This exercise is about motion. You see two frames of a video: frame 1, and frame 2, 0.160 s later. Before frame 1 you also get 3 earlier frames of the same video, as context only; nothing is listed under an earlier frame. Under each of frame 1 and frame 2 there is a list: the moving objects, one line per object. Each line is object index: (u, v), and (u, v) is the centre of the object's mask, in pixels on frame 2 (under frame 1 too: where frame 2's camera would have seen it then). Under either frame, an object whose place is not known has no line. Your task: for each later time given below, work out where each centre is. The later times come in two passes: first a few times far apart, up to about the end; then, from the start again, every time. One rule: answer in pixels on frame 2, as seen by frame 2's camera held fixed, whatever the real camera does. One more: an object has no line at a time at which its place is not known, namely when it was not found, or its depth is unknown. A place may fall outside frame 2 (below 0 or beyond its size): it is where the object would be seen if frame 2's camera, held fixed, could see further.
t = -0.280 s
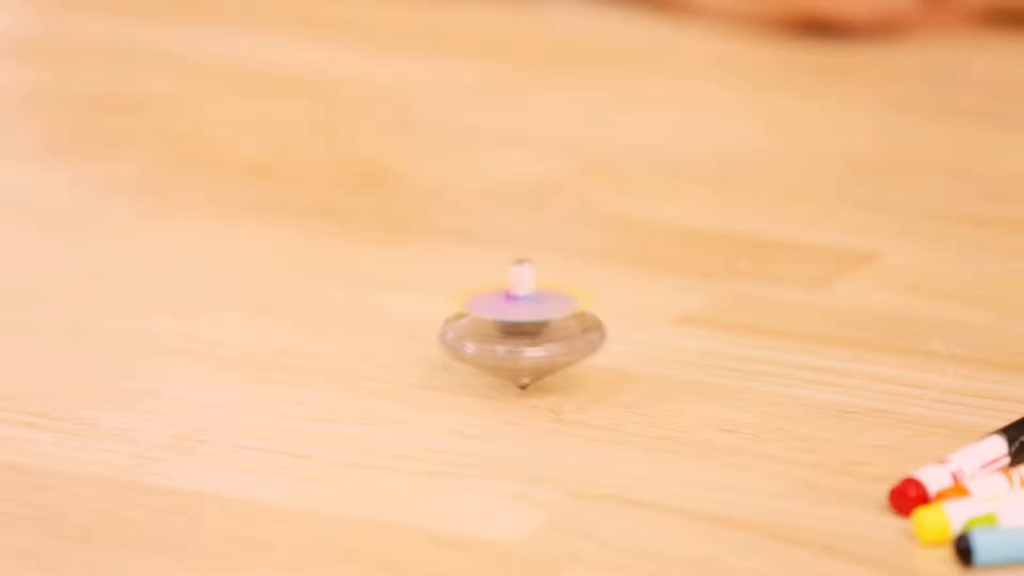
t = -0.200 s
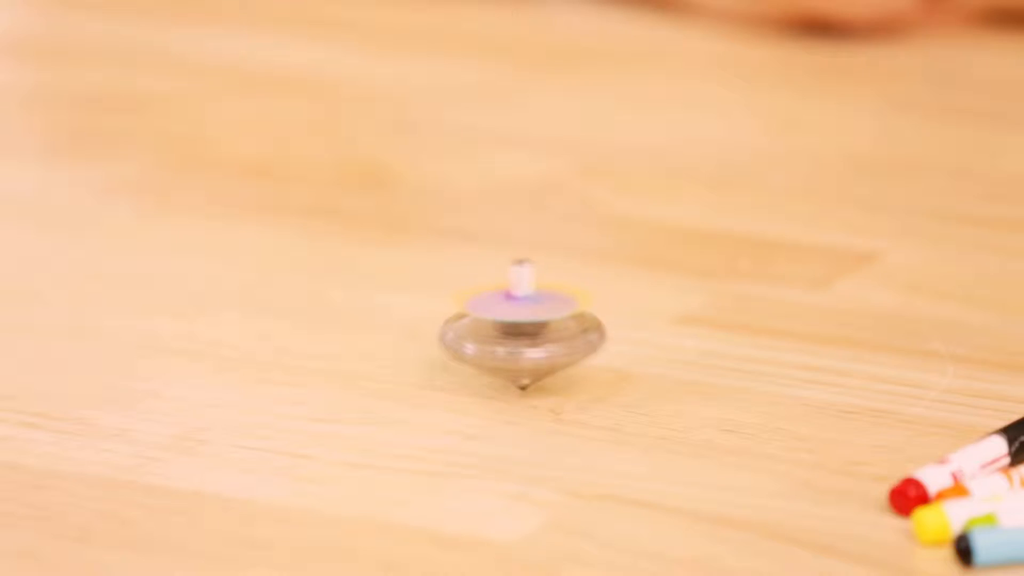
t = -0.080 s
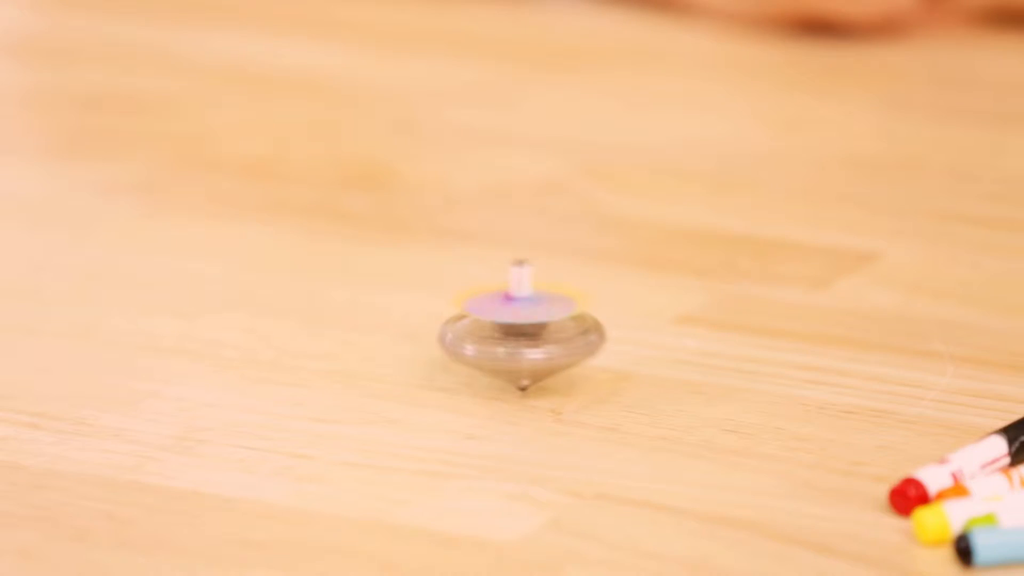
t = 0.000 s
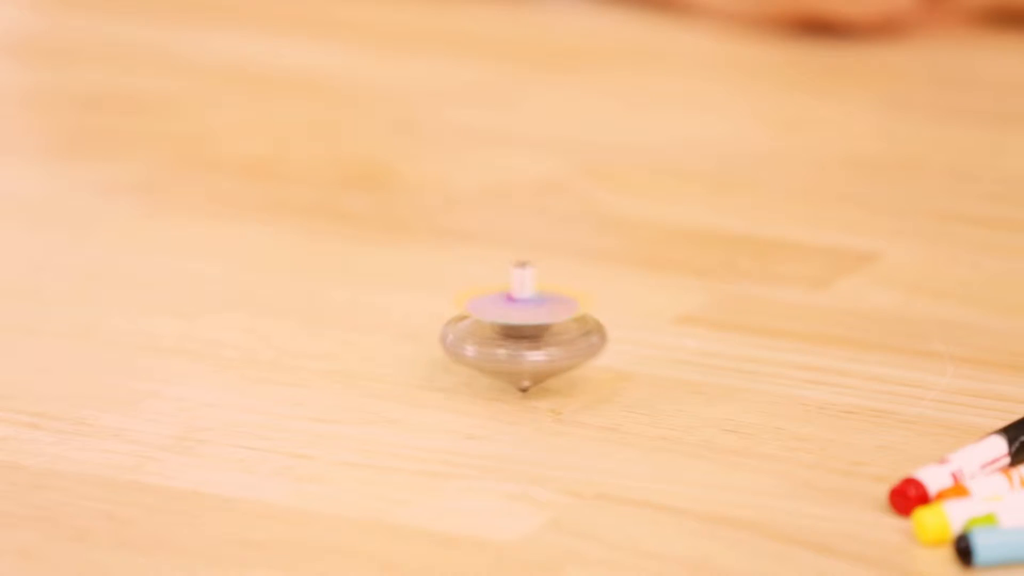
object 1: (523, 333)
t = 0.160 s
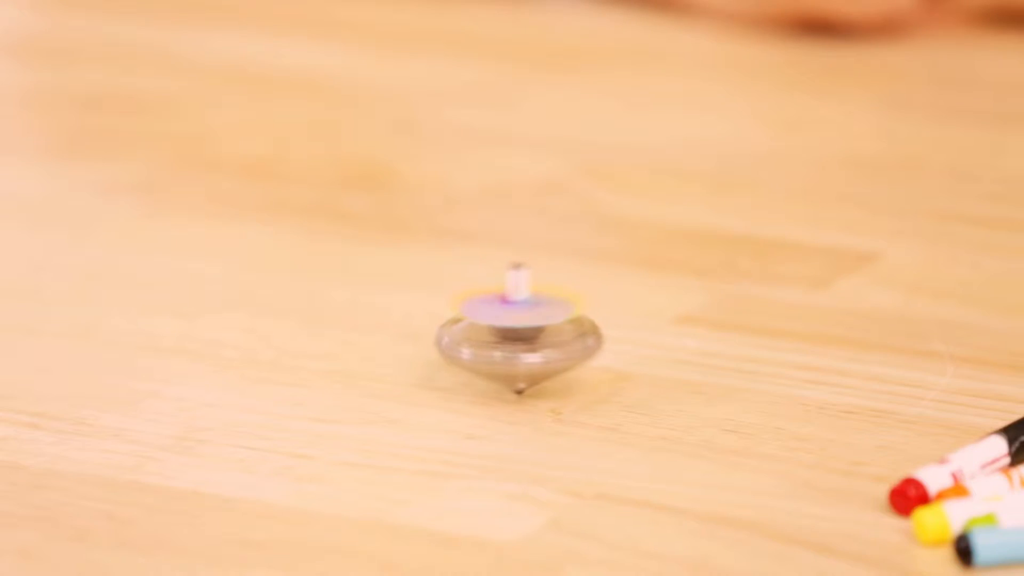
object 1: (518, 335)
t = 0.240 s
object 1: (517, 335)
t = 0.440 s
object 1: (516, 334)
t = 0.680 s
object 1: (517, 336)
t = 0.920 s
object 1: (514, 338)
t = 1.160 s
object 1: (511, 338)
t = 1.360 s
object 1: (510, 339)
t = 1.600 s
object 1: (508, 340)
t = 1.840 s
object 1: (504, 341)
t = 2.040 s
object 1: (505, 341)
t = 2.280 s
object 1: (506, 342)
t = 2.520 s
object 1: (504, 346)
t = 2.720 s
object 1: (503, 349)
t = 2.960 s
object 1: (502, 352)
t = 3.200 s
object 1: (494, 354)
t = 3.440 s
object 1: (490, 354)
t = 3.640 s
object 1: (488, 355)
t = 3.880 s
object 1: (484, 354)
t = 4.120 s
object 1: (486, 354)
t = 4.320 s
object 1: (489, 352)
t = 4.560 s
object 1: (490, 355)
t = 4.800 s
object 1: (489, 357)
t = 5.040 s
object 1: (485, 358)
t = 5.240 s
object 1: (484, 358)
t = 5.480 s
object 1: (480, 359)
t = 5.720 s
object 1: (479, 359)
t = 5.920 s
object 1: (476, 359)
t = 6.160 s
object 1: (479, 359)
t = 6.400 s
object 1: (481, 360)
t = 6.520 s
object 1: (476, 360)
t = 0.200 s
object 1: (518, 335)
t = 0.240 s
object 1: (517, 335)
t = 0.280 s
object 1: (516, 335)
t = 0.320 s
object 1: (516, 335)
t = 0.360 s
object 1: (516, 335)
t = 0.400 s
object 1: (516, 334)
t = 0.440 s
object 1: (516, 334)
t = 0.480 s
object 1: (516, 335)
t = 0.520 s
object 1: (516, 335)
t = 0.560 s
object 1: (517, 335)
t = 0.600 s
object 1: (518, 335)
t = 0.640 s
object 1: (518, 335)
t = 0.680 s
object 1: (517, 336)
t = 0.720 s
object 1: (517, 336)
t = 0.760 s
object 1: (515, 336)
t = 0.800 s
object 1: (515, 337)
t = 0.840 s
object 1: (515, 337)
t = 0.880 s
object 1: (514, 337)
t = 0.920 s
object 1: (514, 338)
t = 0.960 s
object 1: (514, 338)
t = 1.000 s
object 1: (514, 338)
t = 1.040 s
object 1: (512, 338)
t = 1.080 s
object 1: (511, 339)
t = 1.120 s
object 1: (511, 338)
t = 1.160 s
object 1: (511, 338)
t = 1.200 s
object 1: (511, 338)
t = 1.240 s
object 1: (511, 338)
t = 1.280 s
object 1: (511, 338)
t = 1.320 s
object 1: (511, 338)
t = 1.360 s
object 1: (510, 339)
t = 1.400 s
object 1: (510, 339)
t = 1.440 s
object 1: (510, 339)
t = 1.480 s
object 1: (510, 339)
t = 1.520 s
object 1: (509, 340)
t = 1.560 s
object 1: (509, 340)
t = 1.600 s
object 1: (508, 340)
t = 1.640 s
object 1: (507, 340)
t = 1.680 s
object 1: (506, 340)
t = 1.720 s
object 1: (505, 340)
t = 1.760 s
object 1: (505, 340)
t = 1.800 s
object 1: (504, 340)
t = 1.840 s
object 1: (504, 341)
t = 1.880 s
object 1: (504, 341)
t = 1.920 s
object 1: (504, 340)
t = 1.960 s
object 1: (504, 340)
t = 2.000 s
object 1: (504, 340)
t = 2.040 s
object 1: (505, 341)
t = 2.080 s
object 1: (505, 341)
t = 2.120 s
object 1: (505, 341)
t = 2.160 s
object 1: (505, 341)
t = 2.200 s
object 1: (505, 342)
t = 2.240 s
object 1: (505, 341)
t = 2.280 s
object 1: (506, 342)
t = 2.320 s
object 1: (506, 343)
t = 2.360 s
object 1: (505, 344)
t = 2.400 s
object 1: (503, 345)
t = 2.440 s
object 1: (504, 344)
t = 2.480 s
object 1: (503, 345)
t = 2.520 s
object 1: (504, 346)
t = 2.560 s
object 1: (503, 346)
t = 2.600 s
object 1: (505, 347)
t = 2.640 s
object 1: (505, 347)
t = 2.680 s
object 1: (504, 349)
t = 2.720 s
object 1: (503, 349)
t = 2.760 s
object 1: (504, 350)
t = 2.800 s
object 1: (504, 350)
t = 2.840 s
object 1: (504, 351)
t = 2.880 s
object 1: (503, 351)
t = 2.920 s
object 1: (503, 351)
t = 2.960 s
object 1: (502, 352)
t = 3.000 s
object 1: (501, 352)
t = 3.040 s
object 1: (500, 353)
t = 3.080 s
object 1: (498, 354)
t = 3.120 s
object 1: (496, 354)
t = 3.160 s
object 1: (495, 354)
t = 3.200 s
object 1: (494, 354)
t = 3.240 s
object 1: (492, 355)
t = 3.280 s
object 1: (491, 355)
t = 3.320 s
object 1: (490, 355)
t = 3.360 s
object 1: (489, 355)
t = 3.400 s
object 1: (490, 355)
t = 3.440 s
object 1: (490, 354)
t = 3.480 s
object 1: (490, 354)
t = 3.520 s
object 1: (490, 355)
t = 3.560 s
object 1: (489, 355)
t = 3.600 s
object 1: (488, 355)
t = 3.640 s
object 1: (488, 355)
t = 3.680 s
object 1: (486, 356)
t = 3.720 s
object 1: (485, 356)
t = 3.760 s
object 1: (485, 355)
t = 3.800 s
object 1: (485, 355)
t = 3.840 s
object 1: (484, 354)
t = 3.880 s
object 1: (484, 354)
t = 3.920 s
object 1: (483, 355)
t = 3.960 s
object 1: (483, 355)
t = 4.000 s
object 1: (483, 355)
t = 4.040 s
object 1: (484, 354)
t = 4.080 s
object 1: (485, 354)
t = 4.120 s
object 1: (486, 354)
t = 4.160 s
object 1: (488, 353)
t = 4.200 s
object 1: (489, 353)
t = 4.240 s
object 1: (489, 353)
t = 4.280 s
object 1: (489, 353)
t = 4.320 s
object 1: (489, 352)
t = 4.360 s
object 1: (488, 354)
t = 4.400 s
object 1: (487, 355)
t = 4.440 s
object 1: (488, 356)
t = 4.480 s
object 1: (488, 356)
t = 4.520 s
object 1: (488, 356)
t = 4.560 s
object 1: (490, 355)
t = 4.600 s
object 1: (491, 357)
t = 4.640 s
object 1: (491, 358)
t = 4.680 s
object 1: (491, 357)
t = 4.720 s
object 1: (490, 356)
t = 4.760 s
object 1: (489, 357)
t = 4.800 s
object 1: (489, 357)
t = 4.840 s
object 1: (489, 358)
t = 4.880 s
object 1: (489, 357)
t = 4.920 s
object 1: (488, 358)
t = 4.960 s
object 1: (490, 356)
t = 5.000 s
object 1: (489, 356)
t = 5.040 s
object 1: (485, 358)
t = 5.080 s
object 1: (484, 358)
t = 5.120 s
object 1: (483, 360)
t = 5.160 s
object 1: (482, 360)
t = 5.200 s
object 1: (482, 359)
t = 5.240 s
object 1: (484, 358)
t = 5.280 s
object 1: (484, 358)
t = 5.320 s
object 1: (482, 359)
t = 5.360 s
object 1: (480, 359)
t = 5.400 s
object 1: (479, 360)
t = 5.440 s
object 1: (479, 360)
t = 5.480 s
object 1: (480, 359)
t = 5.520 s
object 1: (481, 359)
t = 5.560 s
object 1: (480, 360)
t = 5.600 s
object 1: (478, 359)
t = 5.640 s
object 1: (477, 358)
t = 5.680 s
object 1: (476, 359)
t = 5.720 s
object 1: (479, 359)
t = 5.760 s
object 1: (481, 358)
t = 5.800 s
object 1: (480, 357)
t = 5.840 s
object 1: (478, 358)
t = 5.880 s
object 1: (476, 358)
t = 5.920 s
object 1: (476, 359)
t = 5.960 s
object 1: (480, 359)
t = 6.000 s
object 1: (482, 358)
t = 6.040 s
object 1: (481, 357)
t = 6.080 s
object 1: (478, 358)
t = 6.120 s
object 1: (476, 359)
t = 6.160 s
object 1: (479, 359)
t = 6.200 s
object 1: (482, 359)
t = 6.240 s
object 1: (482, 359)
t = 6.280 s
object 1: (479, 358)
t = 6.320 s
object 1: (476, 360)
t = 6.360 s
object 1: (477, 360)
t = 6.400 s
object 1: (481, 360)
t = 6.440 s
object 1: (481, 359)
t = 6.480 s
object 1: (478, 358)
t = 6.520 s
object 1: (476, 360)
